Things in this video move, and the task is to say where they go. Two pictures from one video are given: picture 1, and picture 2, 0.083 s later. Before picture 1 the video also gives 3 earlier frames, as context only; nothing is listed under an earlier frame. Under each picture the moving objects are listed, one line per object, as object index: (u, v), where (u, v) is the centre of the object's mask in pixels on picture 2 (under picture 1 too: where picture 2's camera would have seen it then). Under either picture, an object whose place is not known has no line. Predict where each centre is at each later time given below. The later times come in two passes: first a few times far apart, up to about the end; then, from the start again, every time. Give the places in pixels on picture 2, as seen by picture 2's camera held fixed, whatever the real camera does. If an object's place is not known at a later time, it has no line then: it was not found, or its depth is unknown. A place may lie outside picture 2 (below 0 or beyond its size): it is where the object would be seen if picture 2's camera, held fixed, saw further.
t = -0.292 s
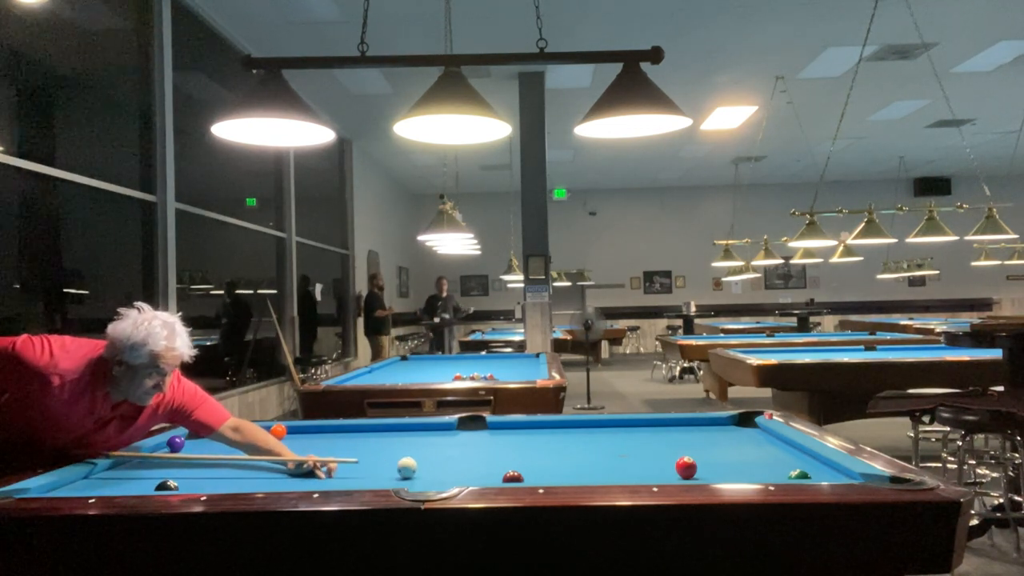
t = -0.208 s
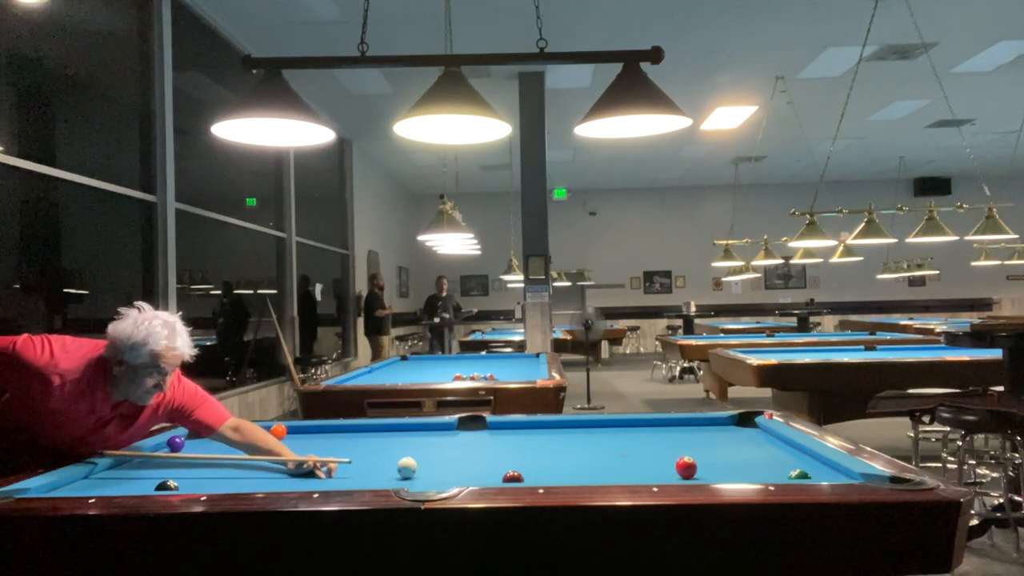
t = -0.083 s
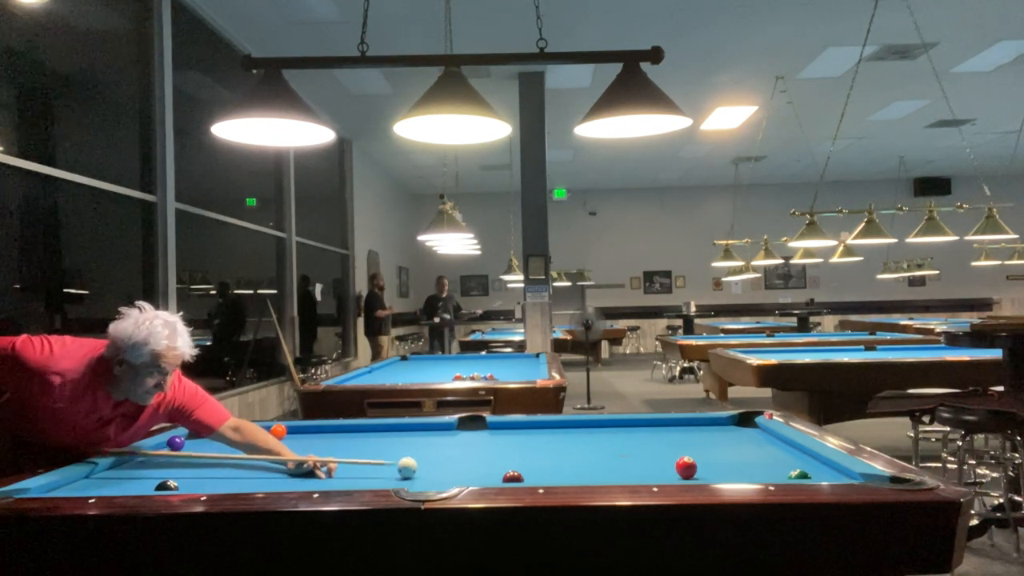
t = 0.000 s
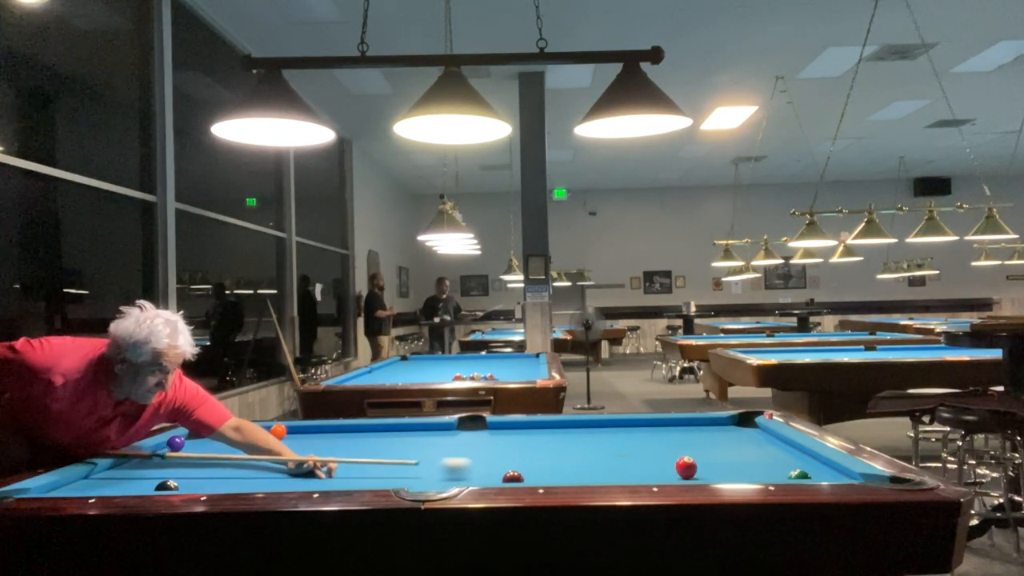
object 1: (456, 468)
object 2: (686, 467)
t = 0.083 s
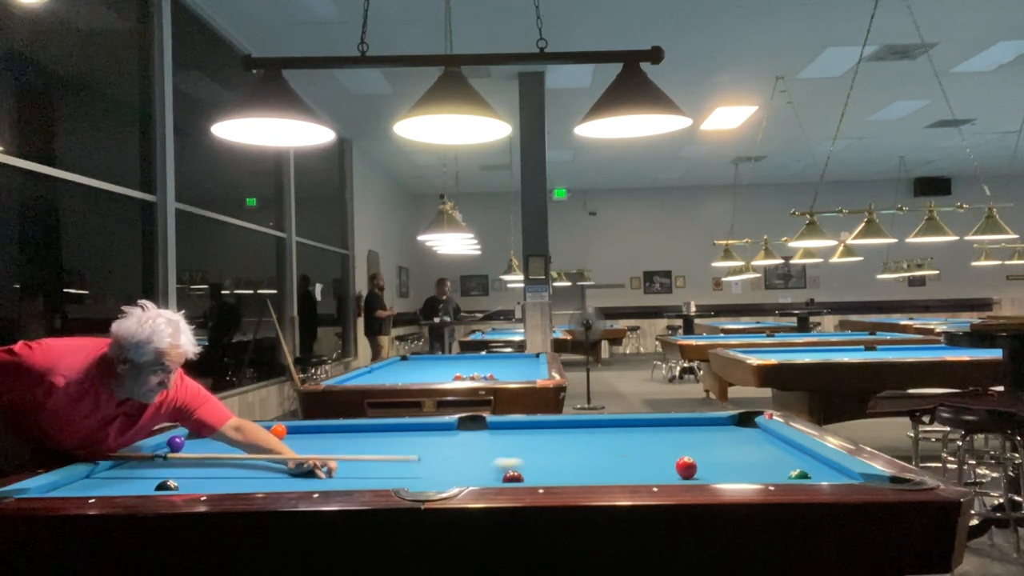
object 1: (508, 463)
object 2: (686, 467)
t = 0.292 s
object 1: (641, 469)
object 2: (686, 467)
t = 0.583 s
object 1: (749, 475)
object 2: (754, 457)
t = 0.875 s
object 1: (800, 466)
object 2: (785, 450)
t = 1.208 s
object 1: (791, 458)
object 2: (731, 447)
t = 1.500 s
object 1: (745, 451)
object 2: (689, 444)
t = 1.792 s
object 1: (706, 444)
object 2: (652, 442)
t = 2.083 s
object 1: (673, 438)
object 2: (618, 440)
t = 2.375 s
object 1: (644, 432)
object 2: (589, 438)
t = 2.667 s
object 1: (619, 428)
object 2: (563, 437)
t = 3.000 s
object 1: (596, 424)
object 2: (537, 435)
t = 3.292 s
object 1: (582, 423)
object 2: (517, 434)
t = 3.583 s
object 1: (574, 426)
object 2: (499, 433)
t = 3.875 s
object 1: (567, 427)
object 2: (484, 432)
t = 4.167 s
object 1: (560, 429)
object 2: (472, 431)
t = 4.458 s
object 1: (555, 430)
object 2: (461, 431)
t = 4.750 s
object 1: (552, 431)
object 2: (453, 430)
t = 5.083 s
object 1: (549, 432)
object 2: (446, 430)
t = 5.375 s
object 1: (548, 432)
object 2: (443, 430)
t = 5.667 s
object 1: (548, 431)
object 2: (440, 430)
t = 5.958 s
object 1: (548, 432)
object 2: (440, 430)
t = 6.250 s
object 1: (548, 432)
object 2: (440, 429)
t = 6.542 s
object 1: (548, 432)
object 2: (440, 429)
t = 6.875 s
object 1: (548, 432)
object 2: (440, 429)
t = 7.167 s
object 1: (548, 432)
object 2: (440, 429)
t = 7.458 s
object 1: (548, 432)
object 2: (440, 429)
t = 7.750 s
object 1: (548, 432)
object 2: (440, 429)
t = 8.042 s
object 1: (548, 432)
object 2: (440, 429)
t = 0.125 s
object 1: (534, 468)
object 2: (686, 467)
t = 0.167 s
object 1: (561, 469)
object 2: (686, 467)
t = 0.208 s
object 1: (587, 469)
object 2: (686, 467)
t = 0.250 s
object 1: (614, 469)
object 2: (686, 467)
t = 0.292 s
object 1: (641, 469)
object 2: (686, 467)
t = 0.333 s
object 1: (666, 469)
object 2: (686, 467)
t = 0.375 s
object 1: (679, 470)
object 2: (699, 465)
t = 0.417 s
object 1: (692, 472)
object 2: (712, 463)
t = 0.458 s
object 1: (707, 473)
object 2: (724, 462)
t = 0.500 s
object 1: (723, 475)
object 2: (734, 460)
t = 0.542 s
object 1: (740, 476)
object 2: (744, 458)
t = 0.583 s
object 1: (749, 475)
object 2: (754, 457)
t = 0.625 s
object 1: (757, 473)
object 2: (763, 456)
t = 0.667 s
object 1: (764, 473)
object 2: (773, 455)
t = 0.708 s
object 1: (772, 472)
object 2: (782, 454)
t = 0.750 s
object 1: (779, 470)
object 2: (791, 452)
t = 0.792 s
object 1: (785, 469)
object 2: (799, 452)
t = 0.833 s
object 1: (792, 466)
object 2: (792, 450)
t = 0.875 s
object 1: (800, 466)
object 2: (785, 450)
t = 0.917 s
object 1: (809, 466)
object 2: (778, 450)
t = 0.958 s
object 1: (815, 466)
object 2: (770, 450)
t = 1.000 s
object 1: (821, 465)
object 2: (764, 449)
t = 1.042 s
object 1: (821, 465)
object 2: (757, 449)
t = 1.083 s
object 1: (813, 462)
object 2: (750, 448)
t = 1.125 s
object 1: (806, 461)
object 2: (744, 448)
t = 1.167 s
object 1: (799, 459)
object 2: (737, 448)
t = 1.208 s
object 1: (791, 458)
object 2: (731, 447)
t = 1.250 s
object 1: (785, 458)
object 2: (725, 446)
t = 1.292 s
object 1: (777, 456)
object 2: (718, 446)
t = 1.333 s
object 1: (770, 455)
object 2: (712, 446)
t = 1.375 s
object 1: (764, 454)
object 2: (706, 445)
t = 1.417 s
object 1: (758, 452)
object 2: (701, 445)
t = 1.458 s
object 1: (751, 451)
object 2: (695, 445)
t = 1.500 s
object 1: (745, 451)
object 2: (689, 444)
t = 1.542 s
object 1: (739, 449)
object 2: (684, 444)
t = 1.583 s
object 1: (734, 448)
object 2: (678, 444)
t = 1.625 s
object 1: (728, 447)
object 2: (673, 444)
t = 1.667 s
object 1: (722, 446)
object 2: (667, 443)
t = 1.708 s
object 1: (717, 445)
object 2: (662, 443)
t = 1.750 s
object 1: (711, 444)
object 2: (657, 442)
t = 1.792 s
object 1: (706, 444)
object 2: (652, 442)
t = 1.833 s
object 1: (701, 443)
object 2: (647, 442)
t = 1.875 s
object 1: (696, 442)
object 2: (642, 441)
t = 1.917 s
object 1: (692, 441)
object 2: (637, 441)
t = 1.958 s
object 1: (687, 440)
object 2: (632, 441)
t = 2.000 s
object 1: (682, 439)
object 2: (627, 441)
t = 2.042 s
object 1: (678, 439)
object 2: (623, 440)
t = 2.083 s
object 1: (673, 438)
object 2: (618, 440)
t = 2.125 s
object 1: (669, 437)
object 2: (614, 440)
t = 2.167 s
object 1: (665, 436)
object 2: (610, 440)
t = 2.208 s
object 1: (660, 435)
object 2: (606, 439)
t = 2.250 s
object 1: (656, 434)
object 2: (601, 439)
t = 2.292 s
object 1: (652, 434)
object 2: (597, 439)
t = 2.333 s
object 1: (648, 433)
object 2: (593, 439)
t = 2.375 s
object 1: (644, 432)
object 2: (589, 438)
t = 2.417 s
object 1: (641, 432)
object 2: (585, 438)
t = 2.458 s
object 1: (637, 431)
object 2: (581, 438)
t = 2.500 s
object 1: (633, 430)
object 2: (577, 438)
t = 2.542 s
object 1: (630, 430)
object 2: (573, 438)
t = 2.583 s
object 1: (626, 429)
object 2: (570, 438)
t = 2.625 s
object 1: (623, 429)
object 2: (566, 437)
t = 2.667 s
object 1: (619, 428)
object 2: (563, 437)
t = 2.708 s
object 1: (616, 427)
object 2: (560, 436)
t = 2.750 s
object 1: (613, 427)
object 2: (556, 436)
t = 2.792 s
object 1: (610, 426)
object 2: (552, 436)
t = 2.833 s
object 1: (607, 426)
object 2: (549, 436)
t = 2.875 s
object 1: (604, 425)
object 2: (546, 436)
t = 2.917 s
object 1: (601, 425)
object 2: (543, 436)
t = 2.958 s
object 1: (598, 424)
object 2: (540, 435)
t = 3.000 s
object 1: (596, 424)
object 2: (537, 435)
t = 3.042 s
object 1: (593, 423)
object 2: (534, 435)
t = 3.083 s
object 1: (590, 423)
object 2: (531, 435)
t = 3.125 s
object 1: (588, 423)
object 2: (527, 435)
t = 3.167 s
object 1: (586, 423)
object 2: (525, 434)
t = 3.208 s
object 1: (584, 423)
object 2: (522, 434)
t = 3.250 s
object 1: (583, 423)
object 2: (520, 434)
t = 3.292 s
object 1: (582, 423)
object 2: (517, 434)
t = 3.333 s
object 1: (581, 424)
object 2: (514, 434)
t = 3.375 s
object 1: (579, 424)
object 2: (511, 434)
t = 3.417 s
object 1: (578, 424)
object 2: (509, 433)
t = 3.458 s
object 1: (577, 425)
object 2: (506, 433)
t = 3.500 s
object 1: (576, 425)
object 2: (504, 433)
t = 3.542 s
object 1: (575, 425)
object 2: (501, 433)
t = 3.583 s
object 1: (574, 426)
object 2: (499, 433)
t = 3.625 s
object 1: (573, 426)
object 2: (497, 433)
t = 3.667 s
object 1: (572, 426)
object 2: (495, 433)
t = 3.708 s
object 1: (571, 426)
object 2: (492, 433)
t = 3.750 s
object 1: (570, 427)
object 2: (490, 432)
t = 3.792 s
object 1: (569, 427)
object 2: (488, 432)
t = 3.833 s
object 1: (568, 427)
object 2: (486, 432)
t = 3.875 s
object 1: (567, 427)
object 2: (484, 432)
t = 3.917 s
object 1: (565, 427)
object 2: (482, 432)
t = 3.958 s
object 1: (565, 428)
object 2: (480, 432)
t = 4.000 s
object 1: (564, 428)
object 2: (478, 432)
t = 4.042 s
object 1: (563, 428)
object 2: (477, 432)
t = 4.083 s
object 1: (562, 428)
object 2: (475, 432)
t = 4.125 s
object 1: (561, 428)
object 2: (473, 431)
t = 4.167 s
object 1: (560, 429)
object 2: (472, 431)
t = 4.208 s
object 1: (560, 429)
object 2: (470, 431)
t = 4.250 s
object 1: (559, 429)
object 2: (468, 431)
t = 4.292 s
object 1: (558, 429)
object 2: (467, 431)
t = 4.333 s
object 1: (557, 430)
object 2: (465, 431)
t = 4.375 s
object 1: (557, 430)
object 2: (464, 431)
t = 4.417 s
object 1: (556, 430)
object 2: (462, 431)
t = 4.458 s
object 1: (555, 430)
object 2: (461, 431)
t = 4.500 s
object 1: (555, 430)
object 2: (460, 431)
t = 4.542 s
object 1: (554, 430)
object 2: (458, 431)
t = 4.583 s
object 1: (554, 431)
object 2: (457, 431)
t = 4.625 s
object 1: (553, 431)
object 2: (456, 430)
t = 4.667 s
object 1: (552, 431)
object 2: (455, 430)
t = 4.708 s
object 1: (552, 431)
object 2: (454, 430)
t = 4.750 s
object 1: (552, 431)
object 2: (453, 430)
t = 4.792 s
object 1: (551, 431)
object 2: (452, 430)
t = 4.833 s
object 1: (551, 431)
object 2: (451, 430)
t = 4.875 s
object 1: (550, 431)
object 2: (450, 430)
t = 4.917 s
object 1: (550, 431)
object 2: (449, 430)
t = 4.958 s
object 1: (550, 431)
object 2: (448, 430)
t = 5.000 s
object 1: (549, 432)
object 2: (447, 430)
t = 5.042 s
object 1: (549, 432)
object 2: (447, 430)
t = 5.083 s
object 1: (549, 432)
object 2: (446, 430)
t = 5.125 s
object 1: (549, 432)
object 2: (445, 430)
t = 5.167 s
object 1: (549, 432)
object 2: (445, 430)
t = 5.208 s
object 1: (548, 432)
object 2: (444, 430)
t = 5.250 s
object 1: (548, 432)
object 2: (444, 430)
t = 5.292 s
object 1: (548, 432)
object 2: (443, 430)
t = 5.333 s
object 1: (548, 432)
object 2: (443, 430)
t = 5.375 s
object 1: (548, 432)
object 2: (443, 430)
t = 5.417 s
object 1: (548, 432)
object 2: (442, 429)
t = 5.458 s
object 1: (548, 432)
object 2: (442, 429)
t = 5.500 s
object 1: (548, 432)
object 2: (441, 429)
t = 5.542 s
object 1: (548, 432)
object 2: (441, 429)
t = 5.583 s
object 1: (548, 432)
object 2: (441, 430)
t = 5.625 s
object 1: (548, 432)
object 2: (440, 430)
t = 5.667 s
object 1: (548, 431)
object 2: (440, 430)
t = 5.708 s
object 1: (548, 432)
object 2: (440, 430)
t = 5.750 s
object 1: (548, 432)
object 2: (440, 430)
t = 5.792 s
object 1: (548, 432)
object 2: (440, 430)
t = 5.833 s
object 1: (548, 432)
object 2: (440, 429)
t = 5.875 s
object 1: (548, 432)
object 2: (440, 430)
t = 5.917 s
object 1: (548, 432)
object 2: (440, 430)
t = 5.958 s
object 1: (548, 432)
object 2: (440, 430)
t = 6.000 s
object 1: (548, 432)
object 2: (440, 429)
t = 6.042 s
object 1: (548, 432)
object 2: (440, 429)
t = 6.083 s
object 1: (548, 432)
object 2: (440, 429)
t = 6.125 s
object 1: (548, 432)
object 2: (440, 429)
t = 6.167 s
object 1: (548, 432)
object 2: (440, 429)
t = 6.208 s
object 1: (548, 432)
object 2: (440, 429)
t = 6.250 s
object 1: (548, 432)
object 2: (440, 429)
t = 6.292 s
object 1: (548, 432)
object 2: (440, 429)
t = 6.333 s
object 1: (548, 432)
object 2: (440, 429)
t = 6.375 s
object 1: (548, 432)
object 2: (440, 429)
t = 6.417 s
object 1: (548, 432)
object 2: (440, 429)
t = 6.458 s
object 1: (548, 432)
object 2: (440, 429)
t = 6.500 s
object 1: (548, 432)
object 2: (440, 429)
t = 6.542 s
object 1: (548, 432)
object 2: (440, 429)
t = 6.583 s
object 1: (548, 432)
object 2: (440, 429)
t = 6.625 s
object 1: (548, 432)
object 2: (440, 429)
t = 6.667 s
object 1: (548, 432)
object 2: (440, 429)
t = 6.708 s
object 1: (548, 432)
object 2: (440, 429)
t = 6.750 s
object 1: (548, 432)
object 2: (440, 429)
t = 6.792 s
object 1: (548, 432)
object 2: (440, 429)
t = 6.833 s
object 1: (548, 432)
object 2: (440, 429)
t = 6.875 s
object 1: (548, 432)
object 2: (440, 429)
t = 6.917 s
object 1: (548, 432)
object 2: (440, 429)
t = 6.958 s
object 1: (548, 432)
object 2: (440, 429)
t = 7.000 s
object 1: (548, 432)
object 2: (440, 429)
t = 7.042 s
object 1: (548, 432)
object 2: (440, 429)
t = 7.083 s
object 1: (548, 432)
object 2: (440, 429)
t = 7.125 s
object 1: (548, 432)
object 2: (440, 429)
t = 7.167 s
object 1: (548, 432)
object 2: (440, 429)
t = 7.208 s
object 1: (548, 432)
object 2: (440, 429)
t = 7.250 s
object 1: (548, 432)
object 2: (440, 429)
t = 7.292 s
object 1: (548, 432)
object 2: (440, 429)
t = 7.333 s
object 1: (548, 432)
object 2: (440, 429)
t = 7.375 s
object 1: (548, 432)
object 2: (440, 429)
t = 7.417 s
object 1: (548, 432)
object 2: (440, 429)
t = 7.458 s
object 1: (548, 432)
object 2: (440, 429)
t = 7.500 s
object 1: (548, 432)
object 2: (440, 429)
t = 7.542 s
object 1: (548, 432)
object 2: (440, 429)
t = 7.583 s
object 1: (548, 432)
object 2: (440, 429)
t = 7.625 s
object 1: (548, 432)
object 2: (440, 429)
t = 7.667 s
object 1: (548, 432)
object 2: (440, 429)
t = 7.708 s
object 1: (548, 432)
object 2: (440, 429)
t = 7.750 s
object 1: (548, 432)
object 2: (440, 429)
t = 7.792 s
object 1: (548, 432)
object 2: (440, 429)
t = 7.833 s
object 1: (548, 432)
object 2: (440, 429)
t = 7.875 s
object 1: (548, 432)
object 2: (440, 429)
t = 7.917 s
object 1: (548, 432)
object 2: (440, 429)
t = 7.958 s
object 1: (548, 432)
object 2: (440, 429)
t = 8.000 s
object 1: (548, 432)
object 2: (440, 429)
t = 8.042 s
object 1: (548, 432)
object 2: (440, 429)
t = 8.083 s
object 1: (548, 432)
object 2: (440, 429)
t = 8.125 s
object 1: (548, 432)
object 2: (440, 429)
